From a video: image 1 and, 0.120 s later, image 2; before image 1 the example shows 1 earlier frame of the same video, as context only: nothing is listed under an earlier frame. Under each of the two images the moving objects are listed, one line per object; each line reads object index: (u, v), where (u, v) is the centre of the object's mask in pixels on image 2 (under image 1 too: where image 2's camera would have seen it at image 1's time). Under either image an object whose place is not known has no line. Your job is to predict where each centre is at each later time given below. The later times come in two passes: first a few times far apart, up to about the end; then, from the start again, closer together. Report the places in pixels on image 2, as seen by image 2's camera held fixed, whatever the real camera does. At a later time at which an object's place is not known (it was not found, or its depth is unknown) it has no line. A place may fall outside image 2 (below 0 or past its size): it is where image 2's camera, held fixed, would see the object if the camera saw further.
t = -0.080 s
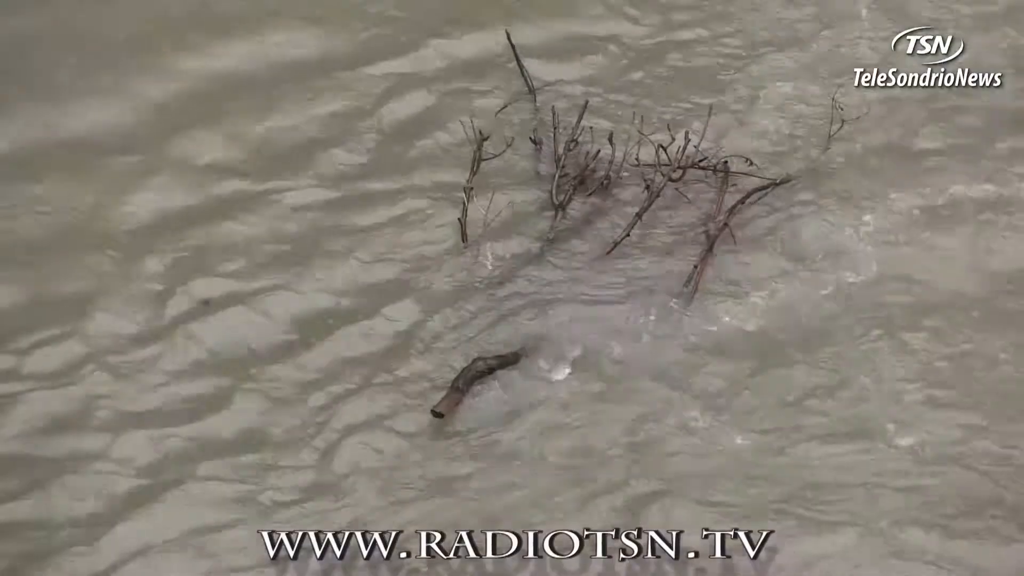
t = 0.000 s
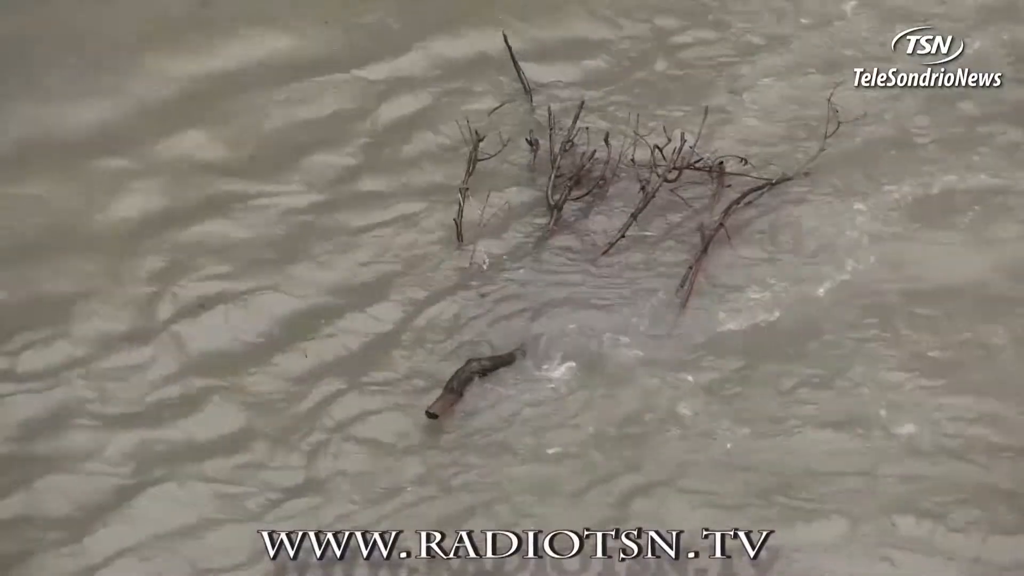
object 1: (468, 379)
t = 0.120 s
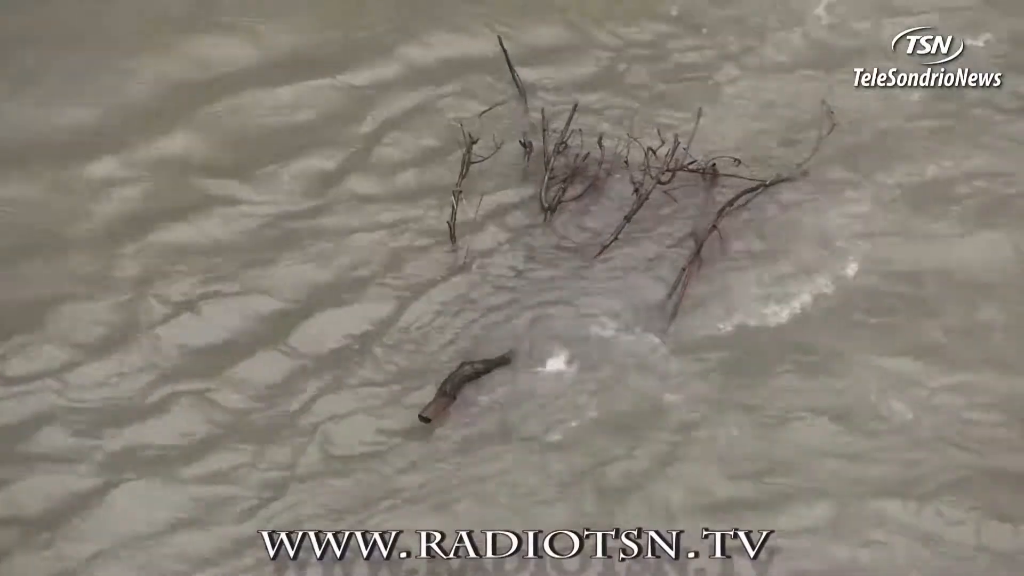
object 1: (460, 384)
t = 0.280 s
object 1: (453, 380)
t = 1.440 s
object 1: (370, 359)
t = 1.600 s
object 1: (353, 356)
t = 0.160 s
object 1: (458, 385)
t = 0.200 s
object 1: (457, 383)
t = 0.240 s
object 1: (456, 381)
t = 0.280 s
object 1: (453, 380)
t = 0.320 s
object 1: (449, 380)
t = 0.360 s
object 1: (444, 381)
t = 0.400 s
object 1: (441, 381)
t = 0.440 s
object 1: (434, 382)
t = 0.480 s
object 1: (428, 383)
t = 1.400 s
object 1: (371, 360)
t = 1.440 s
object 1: (370, 359)
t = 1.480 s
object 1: (368, 358)
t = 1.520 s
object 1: (362, 358)
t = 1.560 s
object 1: (358, 358)
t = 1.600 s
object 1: (353, 356)
